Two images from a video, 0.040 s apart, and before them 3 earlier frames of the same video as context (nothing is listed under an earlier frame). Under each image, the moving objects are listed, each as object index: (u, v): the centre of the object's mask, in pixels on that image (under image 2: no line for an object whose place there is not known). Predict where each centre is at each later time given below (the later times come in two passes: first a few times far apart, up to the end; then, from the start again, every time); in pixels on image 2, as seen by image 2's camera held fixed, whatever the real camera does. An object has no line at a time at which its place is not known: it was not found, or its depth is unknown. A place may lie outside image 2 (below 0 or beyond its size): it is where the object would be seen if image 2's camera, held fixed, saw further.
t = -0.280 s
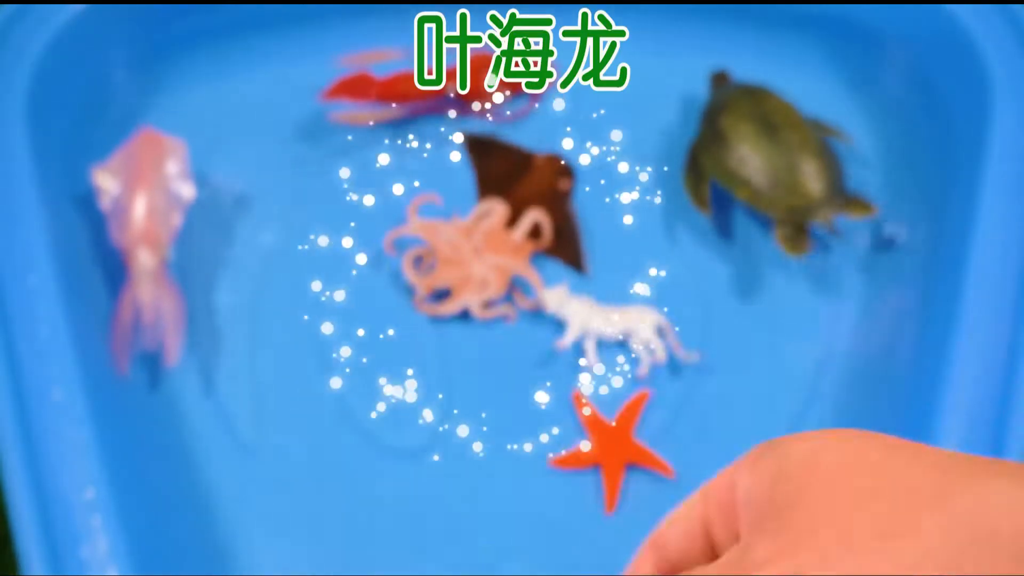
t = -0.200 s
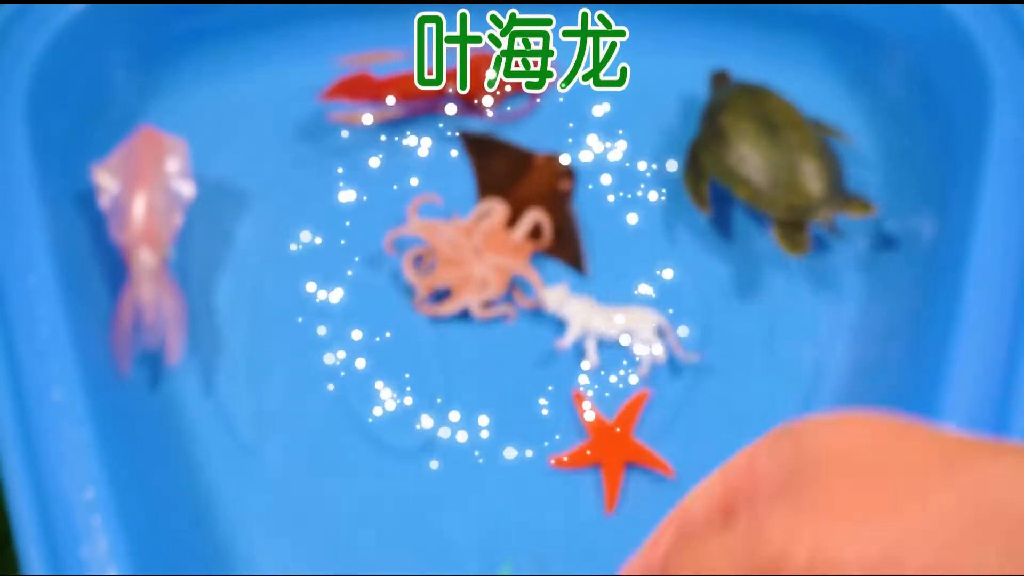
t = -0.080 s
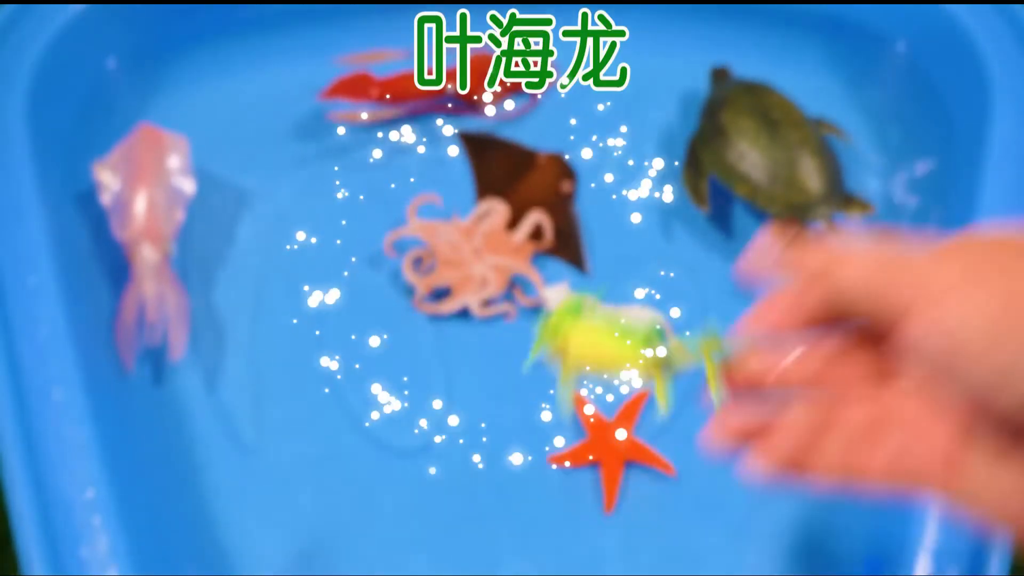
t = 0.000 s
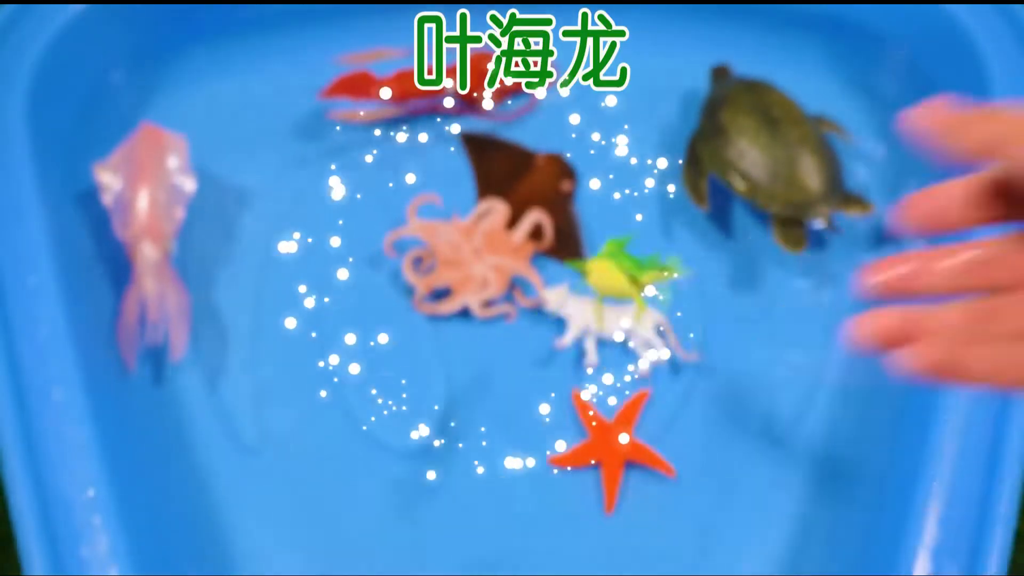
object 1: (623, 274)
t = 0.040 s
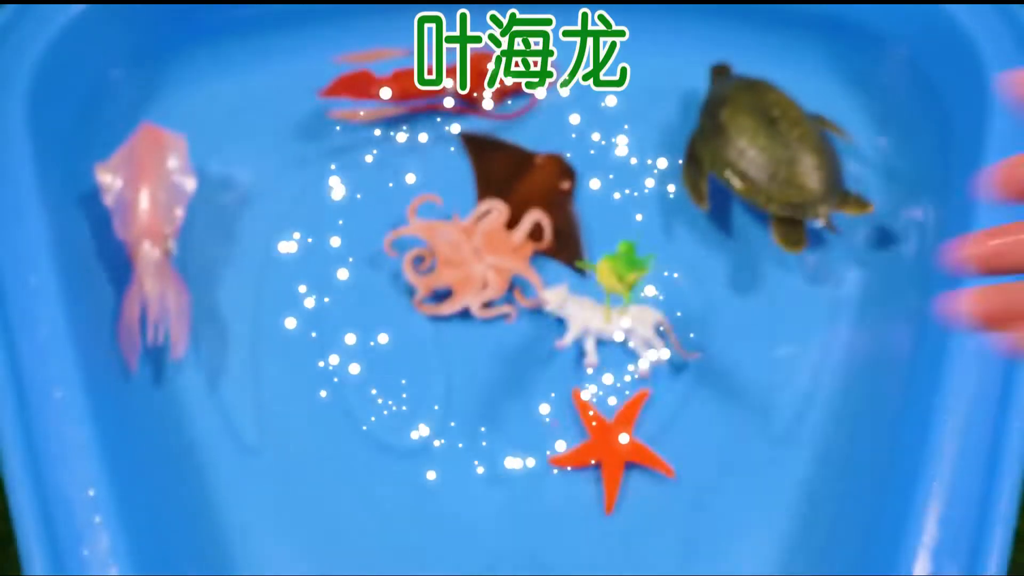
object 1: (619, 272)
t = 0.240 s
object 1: (625, 254)
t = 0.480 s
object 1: (674, 249)
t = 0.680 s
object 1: (694, 272)
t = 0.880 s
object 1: (712, 292)
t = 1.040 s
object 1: (721, 302)
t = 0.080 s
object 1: (619, 272)
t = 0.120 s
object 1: (615, 275)
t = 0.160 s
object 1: (619, 280)
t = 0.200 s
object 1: (623, 266)
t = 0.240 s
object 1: (625, 254)
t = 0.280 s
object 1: (629, 241)
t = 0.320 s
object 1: (631, 236)
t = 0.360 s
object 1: (631, 236)
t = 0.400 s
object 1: (652, 230)
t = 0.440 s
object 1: (663, 236)
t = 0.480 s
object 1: (674, 249)
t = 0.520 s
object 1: (677, 251)
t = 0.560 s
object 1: (683, 259)
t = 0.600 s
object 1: (686, 264)
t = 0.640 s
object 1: (690, 268)
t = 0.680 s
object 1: (694, 272)
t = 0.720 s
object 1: (699, 275)
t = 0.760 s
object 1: (703, 280)
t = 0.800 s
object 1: (707, 284)
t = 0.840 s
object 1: (710, 289)
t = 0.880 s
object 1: (712, 292)
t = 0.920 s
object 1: (715, 294)
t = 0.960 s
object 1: (716, 297)
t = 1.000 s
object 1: (718, 300)
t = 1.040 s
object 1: (721, 302)
